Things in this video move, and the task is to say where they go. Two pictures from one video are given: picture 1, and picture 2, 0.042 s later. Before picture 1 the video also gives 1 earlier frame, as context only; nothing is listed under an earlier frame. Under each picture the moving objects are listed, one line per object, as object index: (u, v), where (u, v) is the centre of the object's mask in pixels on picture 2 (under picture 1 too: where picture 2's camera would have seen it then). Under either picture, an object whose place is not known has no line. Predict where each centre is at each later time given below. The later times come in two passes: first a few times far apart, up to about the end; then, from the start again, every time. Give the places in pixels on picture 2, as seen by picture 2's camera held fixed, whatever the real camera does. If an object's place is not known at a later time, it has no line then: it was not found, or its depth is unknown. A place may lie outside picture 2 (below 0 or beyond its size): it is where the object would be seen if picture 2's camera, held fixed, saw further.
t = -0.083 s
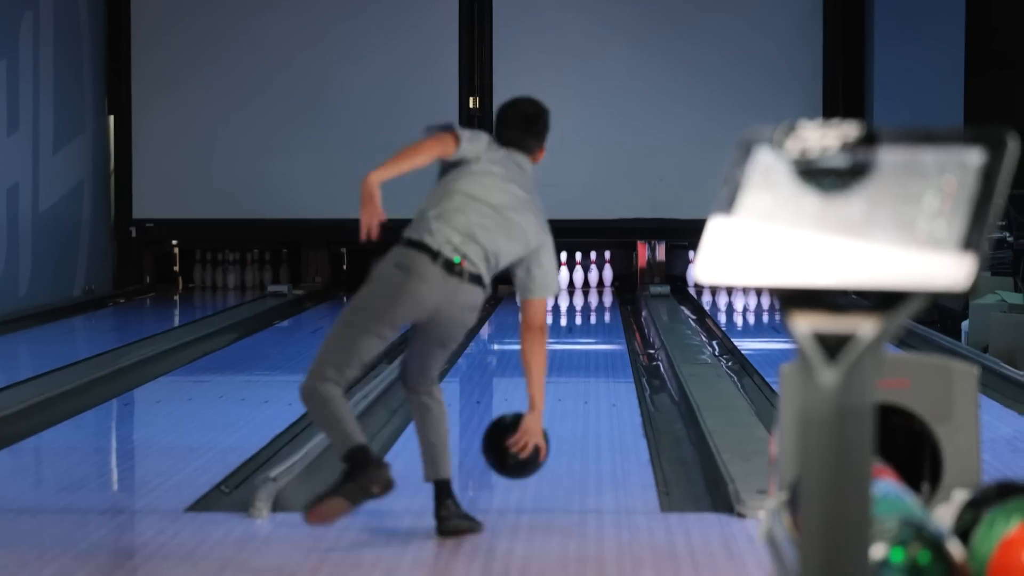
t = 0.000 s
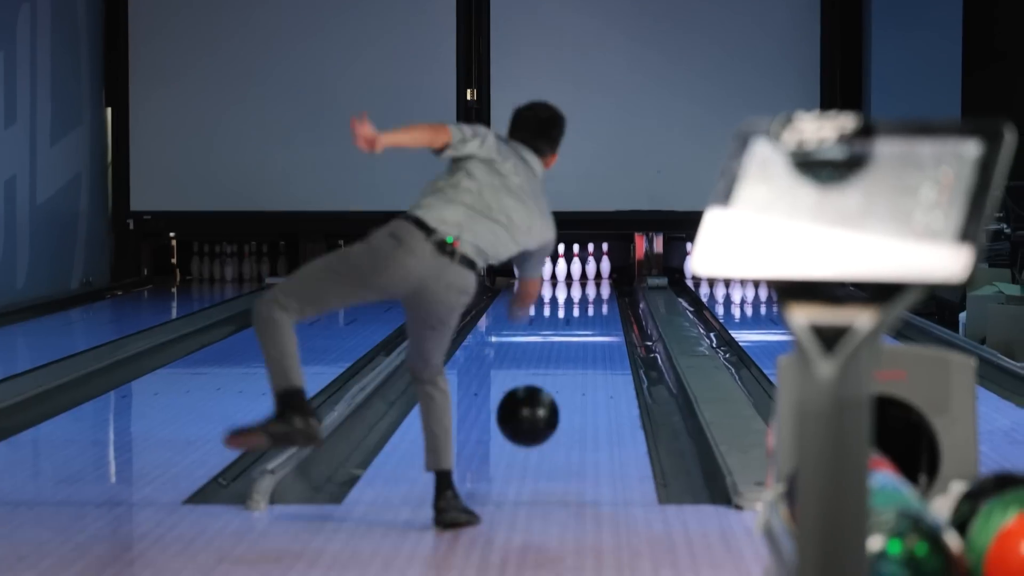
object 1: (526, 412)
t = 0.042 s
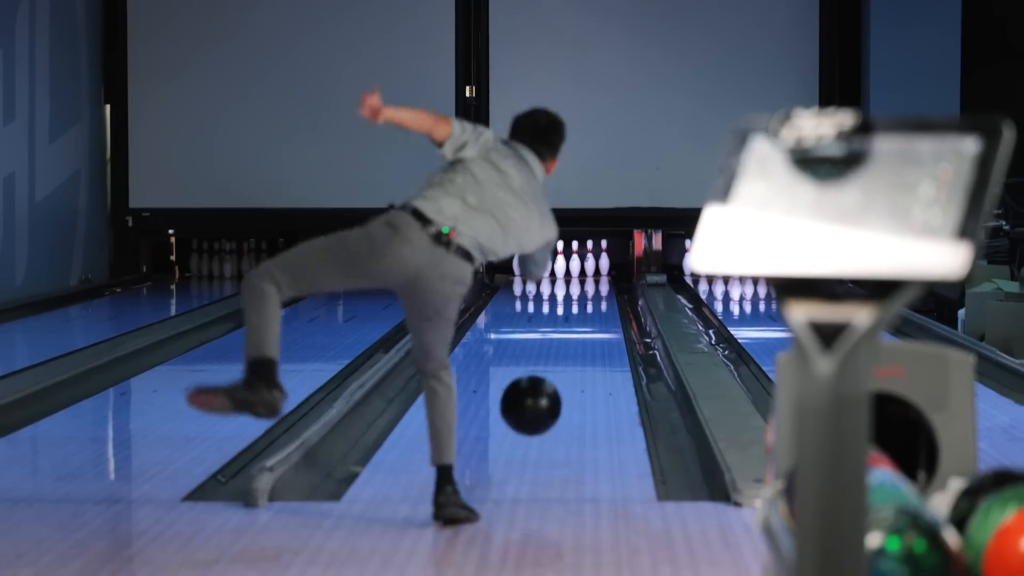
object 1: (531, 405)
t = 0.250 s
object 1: (553, 406)
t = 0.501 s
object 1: (570, 376)
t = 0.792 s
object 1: (583, 347)
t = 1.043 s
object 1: (589, 327)
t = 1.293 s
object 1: (592, 312)
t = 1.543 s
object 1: (592, 299)
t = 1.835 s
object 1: (588, 288)
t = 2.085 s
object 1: (581, 279)
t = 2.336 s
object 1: (572, 272)
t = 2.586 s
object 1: (561, 268)
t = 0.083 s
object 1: (537, 400)
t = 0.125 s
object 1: (540, 400)
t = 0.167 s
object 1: (545, 406)
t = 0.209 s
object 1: (549, 413)
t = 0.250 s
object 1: (553, 406)
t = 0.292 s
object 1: (556, 400)
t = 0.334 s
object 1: (560, 397)
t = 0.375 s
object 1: (563, 392)
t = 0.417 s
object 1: (565, 386)
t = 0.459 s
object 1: (568, 381)
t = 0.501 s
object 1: (570, 376)
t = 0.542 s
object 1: (572, 372)
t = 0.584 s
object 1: (575, 366)
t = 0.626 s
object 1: (576, 362)
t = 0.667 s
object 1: (579, 357)
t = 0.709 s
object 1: (580, 354)
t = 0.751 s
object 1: (582, 350)
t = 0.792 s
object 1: (583, 347)
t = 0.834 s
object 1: (585, 342)
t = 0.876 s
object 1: (586, 340)
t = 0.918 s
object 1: (587, 336)
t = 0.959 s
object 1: (588, 333)
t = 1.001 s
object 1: (589, 330)
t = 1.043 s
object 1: (589, 327)
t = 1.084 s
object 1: (590, 324)
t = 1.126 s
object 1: (591, 322)
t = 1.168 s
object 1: (591, 318)
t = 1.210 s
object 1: (592, 317)
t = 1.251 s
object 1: (592, 314)
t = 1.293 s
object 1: (592, 312)
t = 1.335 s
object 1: (592, 309)
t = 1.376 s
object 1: (592, 307)
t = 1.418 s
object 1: (592, 305)
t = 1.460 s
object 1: (592, 303)
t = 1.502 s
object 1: (592, 301)
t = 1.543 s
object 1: (592, 299)
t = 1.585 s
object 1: (591, 297)
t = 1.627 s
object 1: (591, 296)
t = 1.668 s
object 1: (591, 294)
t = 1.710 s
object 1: (591, 292)
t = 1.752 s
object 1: (590, 291)
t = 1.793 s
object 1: (589, 289)
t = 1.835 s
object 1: (588, 288)
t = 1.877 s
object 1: (588, 286)
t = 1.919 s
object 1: (587, 285)
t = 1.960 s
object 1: (586, 283)
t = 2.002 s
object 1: (584, 282)
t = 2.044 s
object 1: (583, 280)
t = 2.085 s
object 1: (581, 279)
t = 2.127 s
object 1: (580, 278)
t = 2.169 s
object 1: (578, 277)
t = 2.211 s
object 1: (578, 276)
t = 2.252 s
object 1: (575, 274)
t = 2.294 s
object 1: (574, 274)
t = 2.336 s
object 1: (572, 272)
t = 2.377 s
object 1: (570, 272)
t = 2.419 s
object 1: (568, 270)
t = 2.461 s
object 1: (566, 270)
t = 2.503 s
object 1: (564, 269)
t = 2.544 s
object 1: (564, 268)
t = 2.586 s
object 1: (561, 268)
